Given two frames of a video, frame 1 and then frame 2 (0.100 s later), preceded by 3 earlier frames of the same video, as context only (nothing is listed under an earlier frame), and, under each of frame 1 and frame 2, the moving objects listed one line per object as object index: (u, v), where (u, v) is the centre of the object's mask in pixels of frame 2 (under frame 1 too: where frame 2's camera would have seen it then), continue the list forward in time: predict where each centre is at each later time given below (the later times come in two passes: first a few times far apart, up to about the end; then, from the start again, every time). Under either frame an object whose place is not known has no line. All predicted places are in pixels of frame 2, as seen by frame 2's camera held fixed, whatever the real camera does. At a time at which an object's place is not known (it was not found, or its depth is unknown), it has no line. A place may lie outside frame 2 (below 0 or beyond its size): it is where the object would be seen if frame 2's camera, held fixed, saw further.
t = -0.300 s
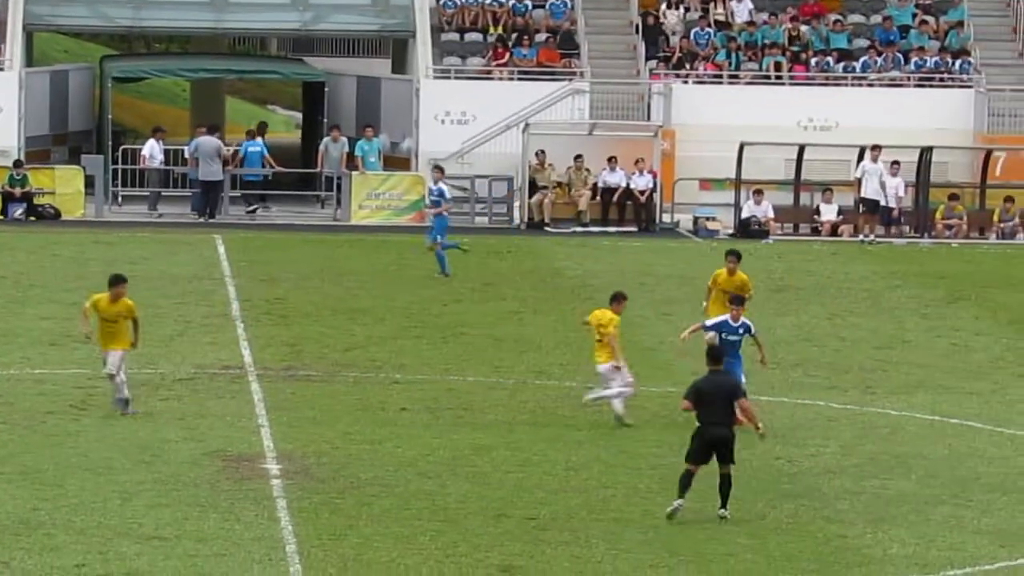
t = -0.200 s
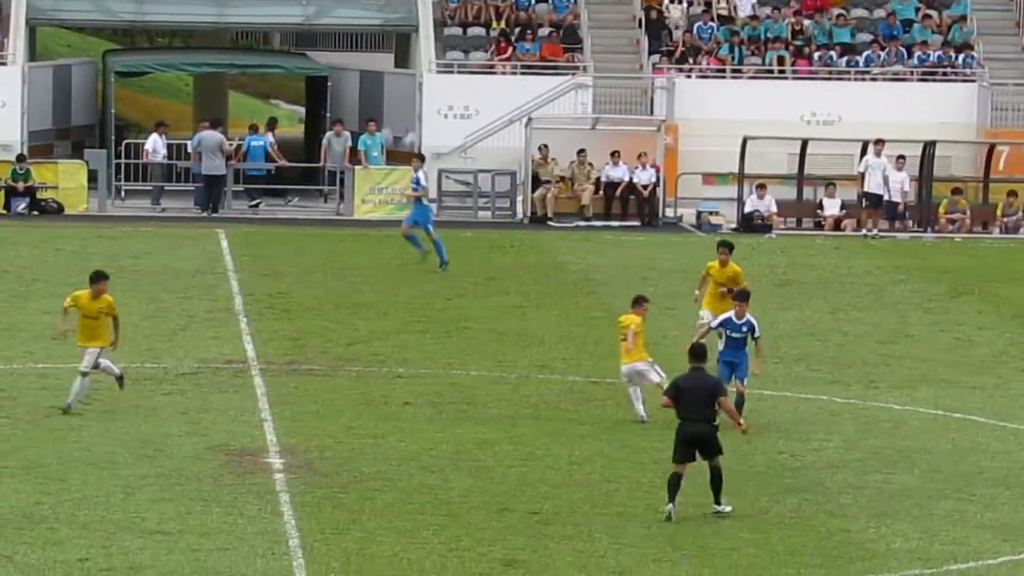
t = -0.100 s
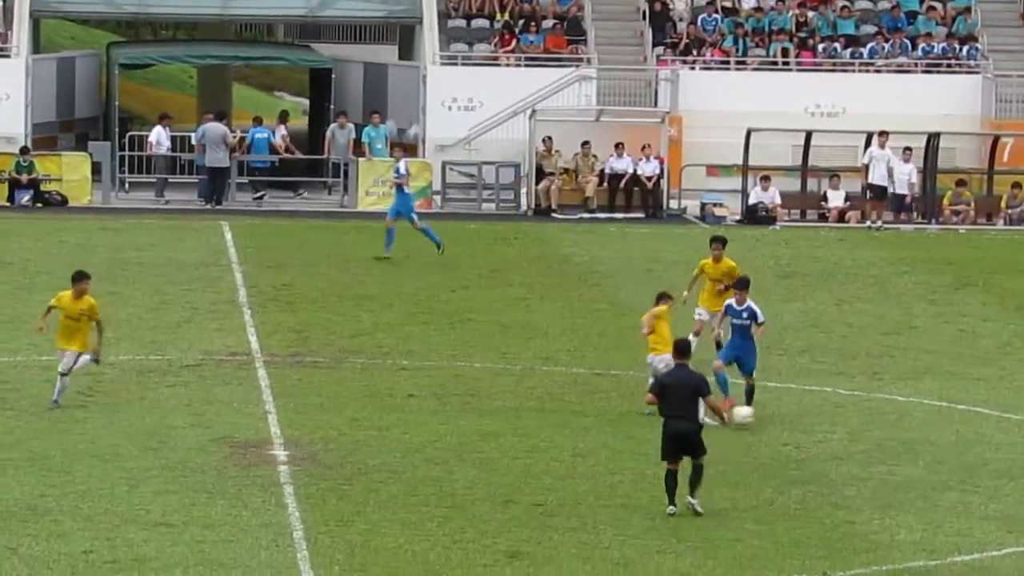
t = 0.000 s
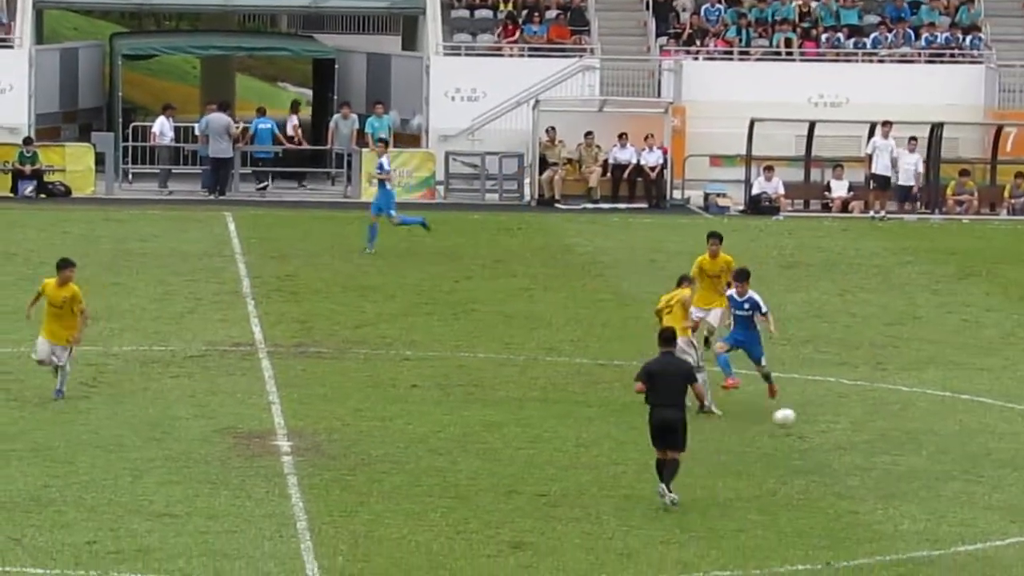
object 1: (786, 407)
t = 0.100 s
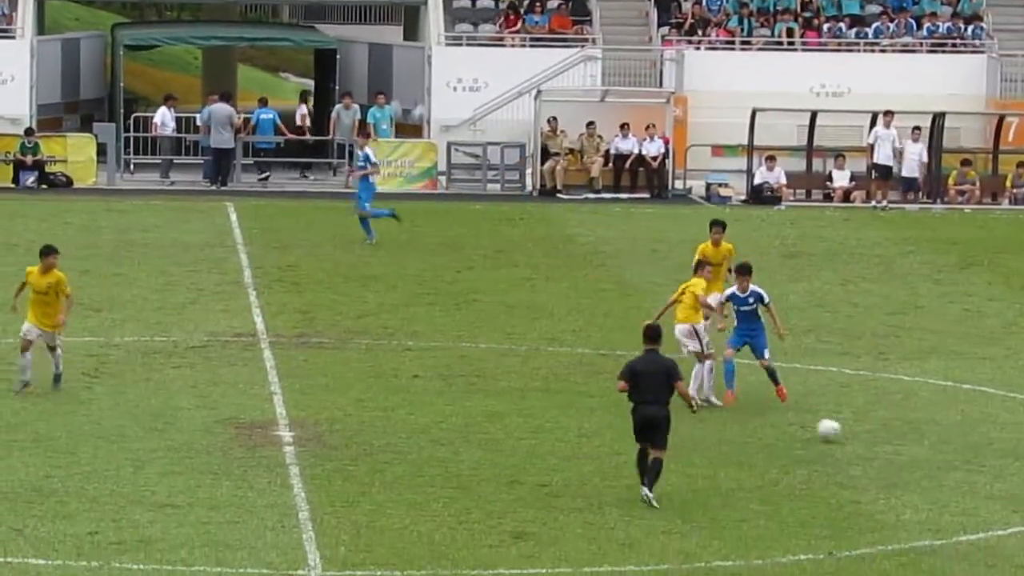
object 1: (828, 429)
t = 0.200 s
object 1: (872, 444)
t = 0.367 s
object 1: (946, 471)
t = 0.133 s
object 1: (843, 438)
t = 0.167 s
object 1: (857, 441)
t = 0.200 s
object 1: (872, 444)
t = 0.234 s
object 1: (886, 448)
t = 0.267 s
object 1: (900, 455)
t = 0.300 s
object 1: (915, 461)
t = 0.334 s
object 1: (930, 468)
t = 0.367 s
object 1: (946, 471)
